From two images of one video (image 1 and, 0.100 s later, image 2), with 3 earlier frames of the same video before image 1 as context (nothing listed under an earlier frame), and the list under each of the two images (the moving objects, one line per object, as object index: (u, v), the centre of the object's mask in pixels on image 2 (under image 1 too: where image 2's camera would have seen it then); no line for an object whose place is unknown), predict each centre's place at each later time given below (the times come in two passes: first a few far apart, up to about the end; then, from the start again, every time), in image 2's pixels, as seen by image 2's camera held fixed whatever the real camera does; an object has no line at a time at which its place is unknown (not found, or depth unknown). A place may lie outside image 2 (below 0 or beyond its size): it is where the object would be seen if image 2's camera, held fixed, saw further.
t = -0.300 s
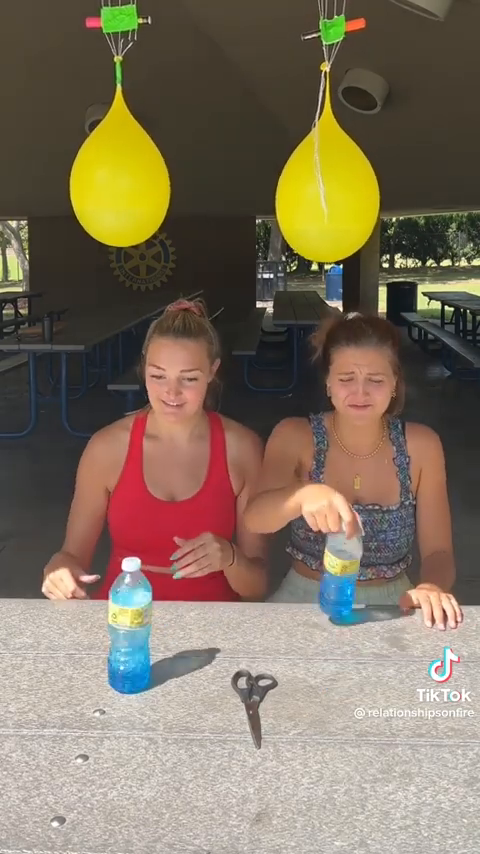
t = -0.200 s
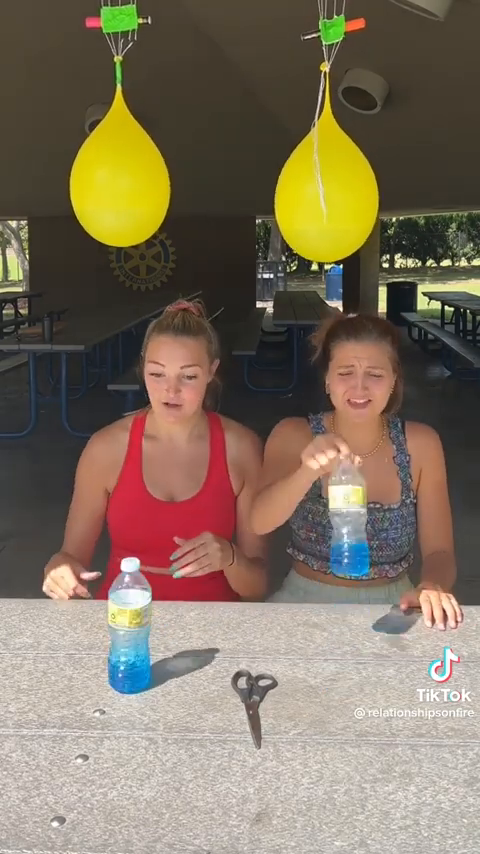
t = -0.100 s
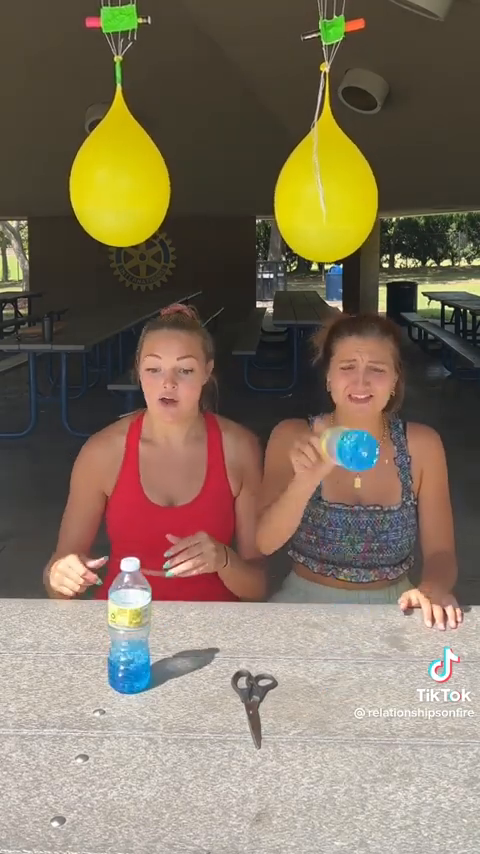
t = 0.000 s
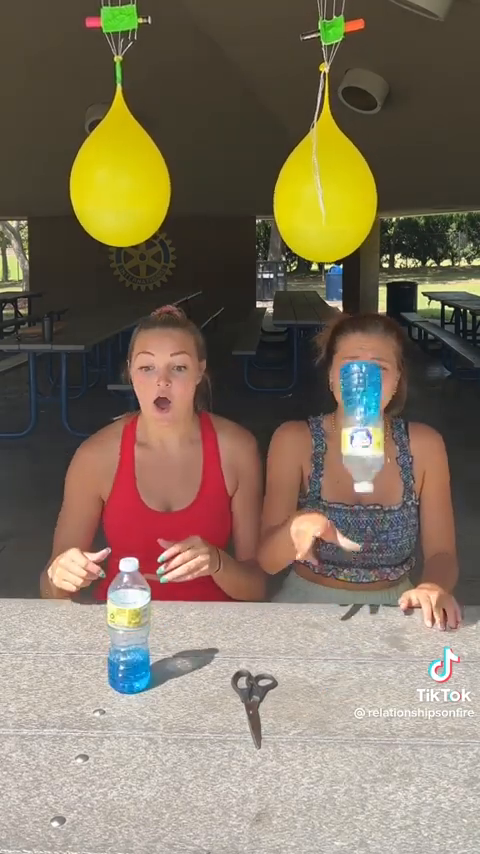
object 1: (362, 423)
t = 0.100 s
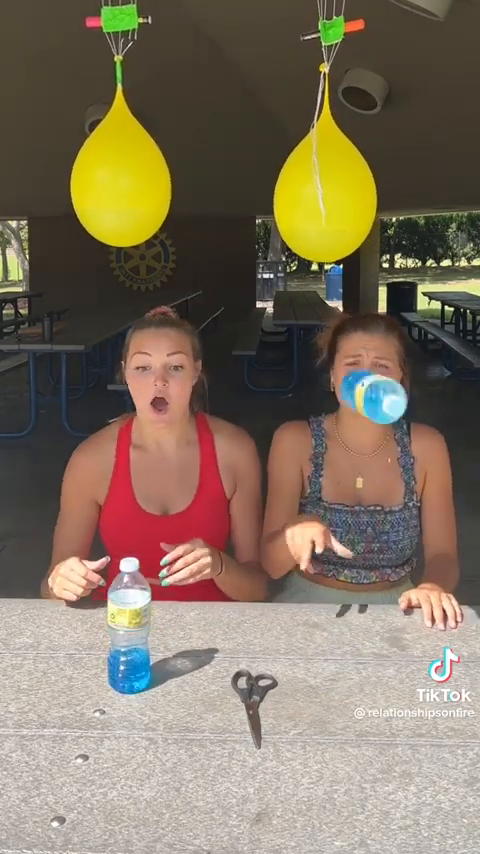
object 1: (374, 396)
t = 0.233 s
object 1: (380, 486)
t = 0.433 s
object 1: (385, 649)
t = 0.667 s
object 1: (395, 680)
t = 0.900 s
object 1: (402, 712)
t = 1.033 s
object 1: (401, 712)
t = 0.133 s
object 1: (376, 405)
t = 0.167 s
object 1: (377, 424)
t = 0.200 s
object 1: (378, 451)
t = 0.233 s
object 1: (380, 486)
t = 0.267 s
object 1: (381, 529)
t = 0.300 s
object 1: (383, 579)
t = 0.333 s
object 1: (384, 640)
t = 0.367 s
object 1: (386, 649)
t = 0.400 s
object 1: (386, 650)
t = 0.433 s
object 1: (385, 649)
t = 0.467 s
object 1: (384, 650)
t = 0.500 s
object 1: (384, 652)
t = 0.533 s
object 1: (386, 655)
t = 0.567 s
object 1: (388, 659)
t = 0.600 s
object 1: (390, 664)
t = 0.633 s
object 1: (393, 671)
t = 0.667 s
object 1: (395, 680)
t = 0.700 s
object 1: (400, 693)
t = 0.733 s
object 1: (405, 712)
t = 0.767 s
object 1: (404, 711)
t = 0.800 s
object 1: (402, 709)
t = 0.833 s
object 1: (402, 712)
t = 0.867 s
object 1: (401, 712)
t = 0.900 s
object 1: (402, 712)
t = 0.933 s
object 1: (402, 712)
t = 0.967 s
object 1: (402, 712)
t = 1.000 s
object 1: (402, 712)
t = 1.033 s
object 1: (401, 712)
